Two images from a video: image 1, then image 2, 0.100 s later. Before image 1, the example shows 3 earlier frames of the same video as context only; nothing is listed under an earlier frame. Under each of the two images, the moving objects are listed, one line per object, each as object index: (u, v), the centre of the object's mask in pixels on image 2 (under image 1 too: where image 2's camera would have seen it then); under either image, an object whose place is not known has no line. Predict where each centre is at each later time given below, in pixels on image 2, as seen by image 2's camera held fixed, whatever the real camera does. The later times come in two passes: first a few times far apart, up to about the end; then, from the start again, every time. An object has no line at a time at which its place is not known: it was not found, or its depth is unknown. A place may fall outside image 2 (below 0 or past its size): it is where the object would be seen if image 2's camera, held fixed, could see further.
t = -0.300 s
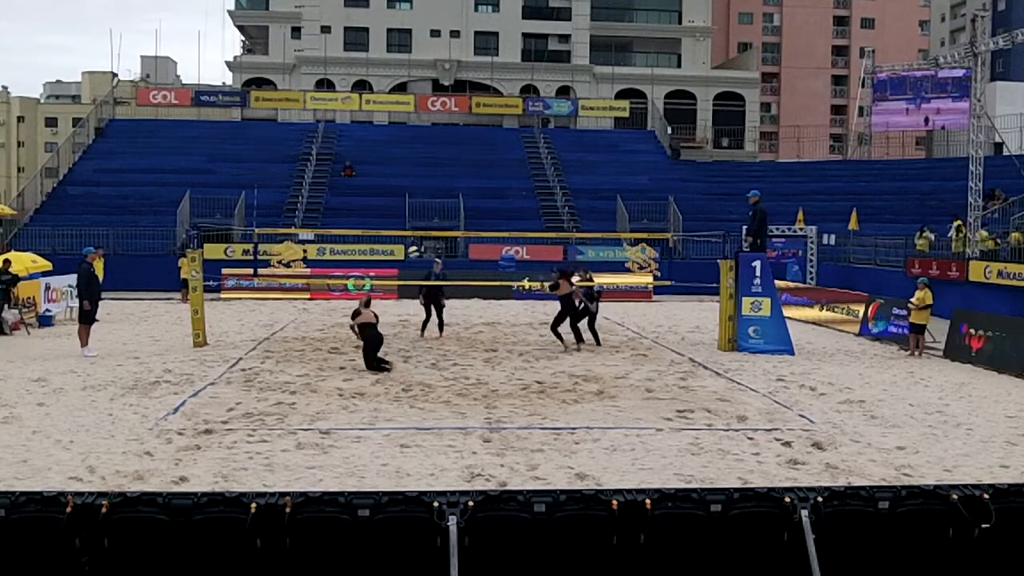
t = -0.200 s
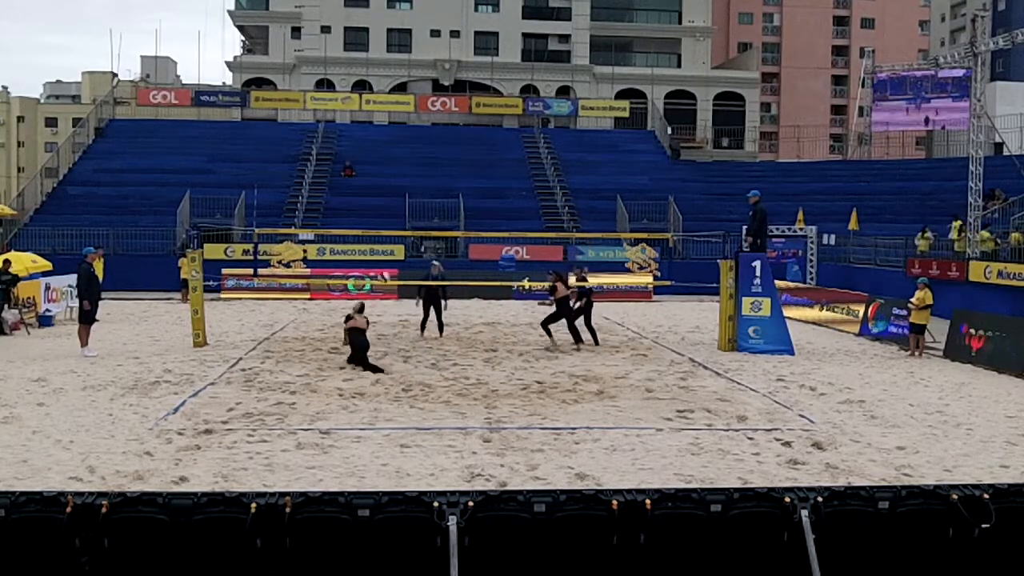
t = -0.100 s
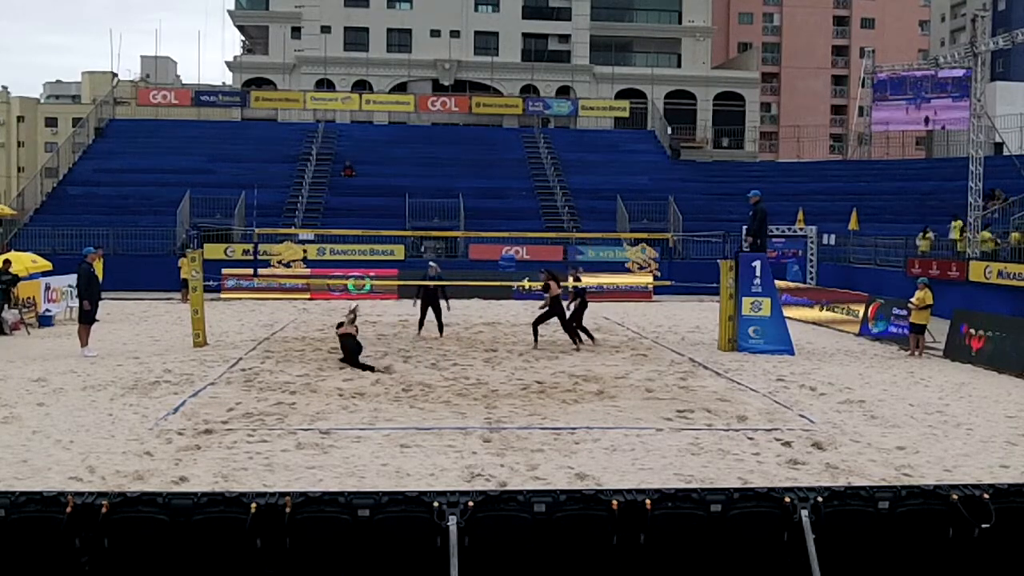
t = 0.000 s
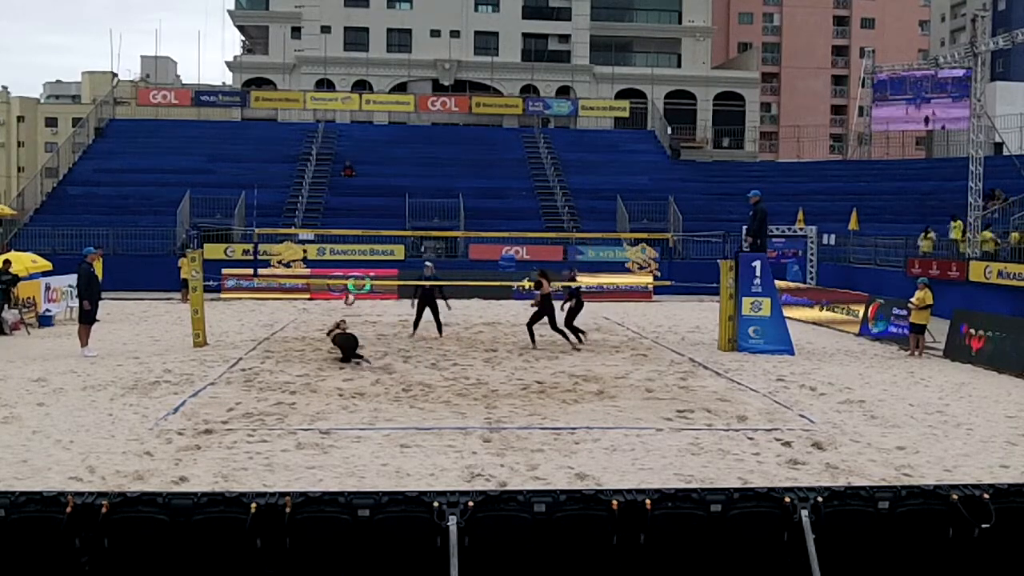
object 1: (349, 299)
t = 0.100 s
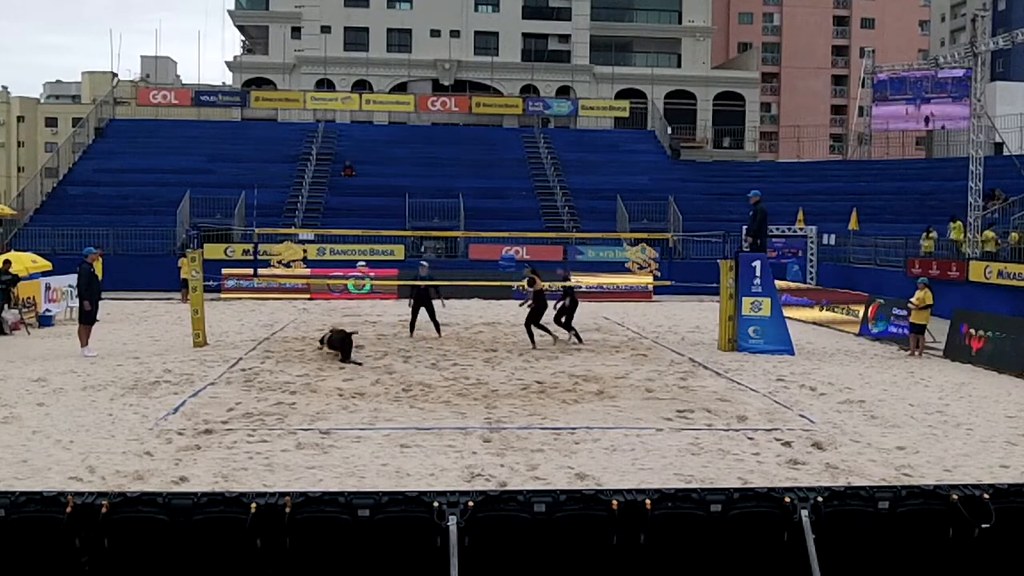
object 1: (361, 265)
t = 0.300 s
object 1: (388, 219)
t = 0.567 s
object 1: (422, 188)
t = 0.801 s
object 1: (451, 193)
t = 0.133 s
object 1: (365, 257)
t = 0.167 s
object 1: (370, 248)
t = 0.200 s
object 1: (375, 240)
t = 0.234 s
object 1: (379, 232)
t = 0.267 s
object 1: (384, 224)
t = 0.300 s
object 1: (388, 219)
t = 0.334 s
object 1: (392, 213)
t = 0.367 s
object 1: (396, 208)
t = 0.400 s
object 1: (400, 202)
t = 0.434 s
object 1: (405, 199)
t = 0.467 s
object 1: (409, 195)
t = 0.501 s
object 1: (414, 192)
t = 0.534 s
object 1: (419, 190)
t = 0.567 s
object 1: (422, 188)
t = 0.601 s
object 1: (427, 187)
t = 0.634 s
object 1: (431, 186)
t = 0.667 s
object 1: (435, 186)
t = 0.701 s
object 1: (439, 188)
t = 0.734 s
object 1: (443, 189)
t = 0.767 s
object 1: (448, 191)
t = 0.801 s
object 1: (451, 193)
